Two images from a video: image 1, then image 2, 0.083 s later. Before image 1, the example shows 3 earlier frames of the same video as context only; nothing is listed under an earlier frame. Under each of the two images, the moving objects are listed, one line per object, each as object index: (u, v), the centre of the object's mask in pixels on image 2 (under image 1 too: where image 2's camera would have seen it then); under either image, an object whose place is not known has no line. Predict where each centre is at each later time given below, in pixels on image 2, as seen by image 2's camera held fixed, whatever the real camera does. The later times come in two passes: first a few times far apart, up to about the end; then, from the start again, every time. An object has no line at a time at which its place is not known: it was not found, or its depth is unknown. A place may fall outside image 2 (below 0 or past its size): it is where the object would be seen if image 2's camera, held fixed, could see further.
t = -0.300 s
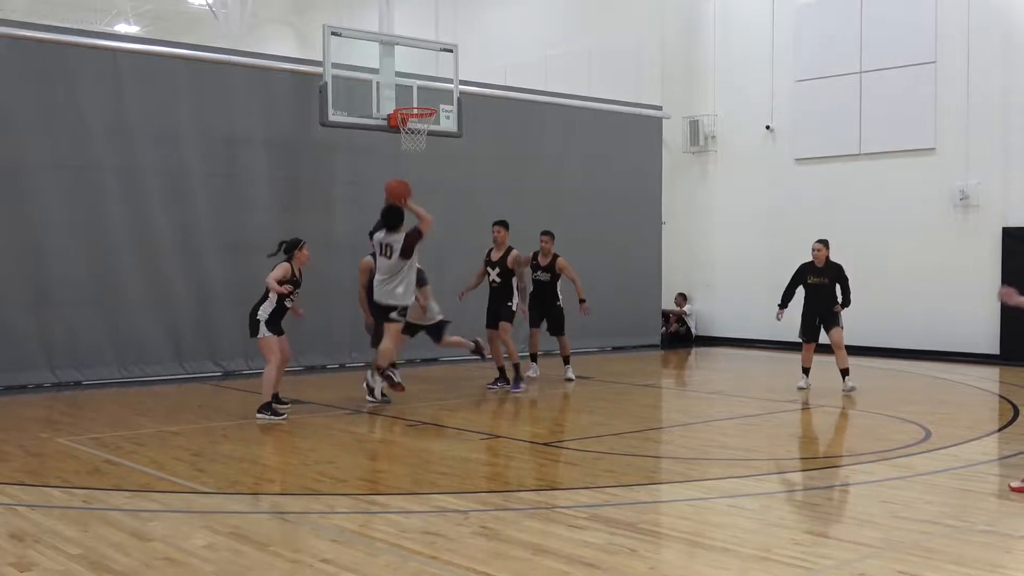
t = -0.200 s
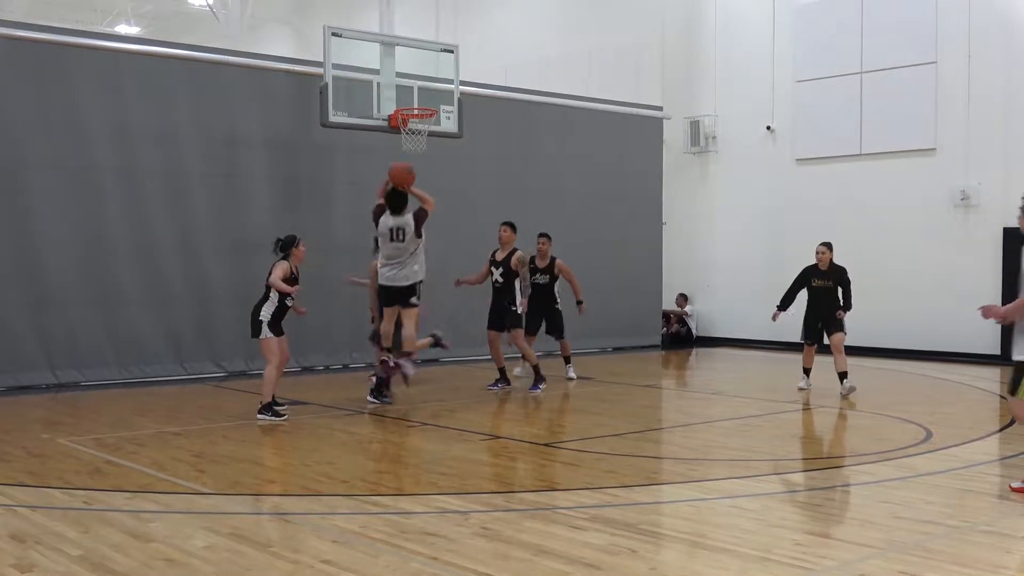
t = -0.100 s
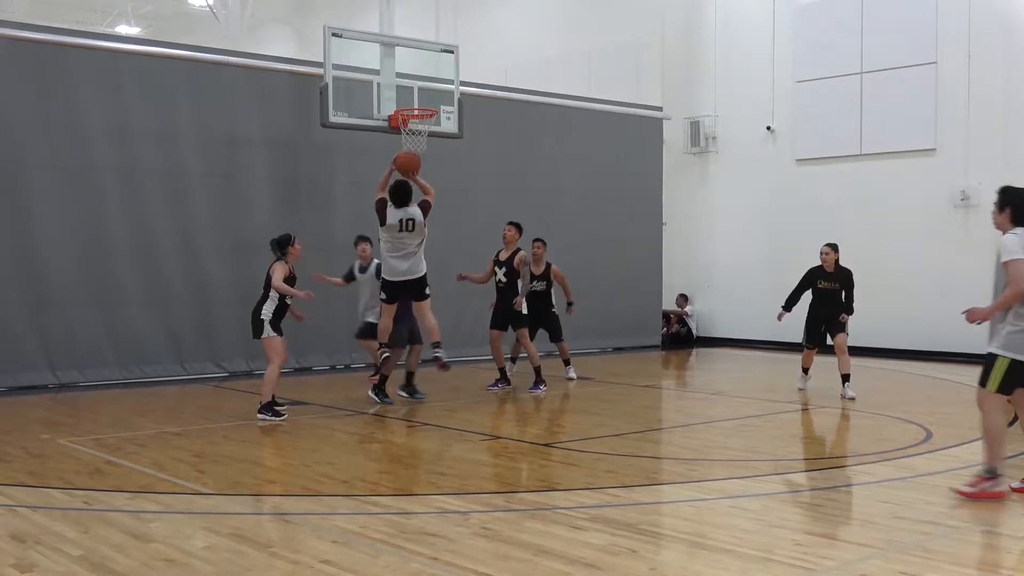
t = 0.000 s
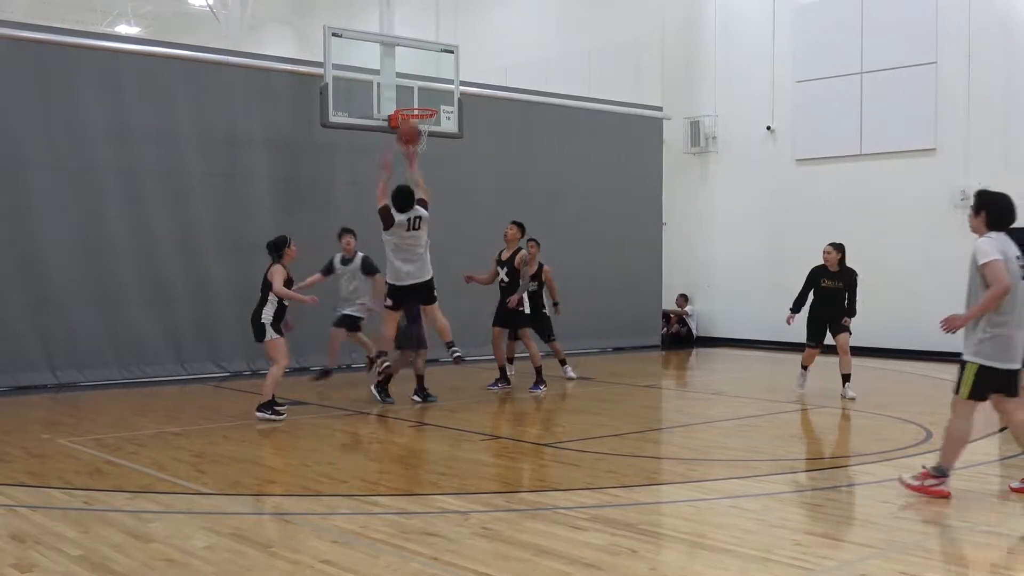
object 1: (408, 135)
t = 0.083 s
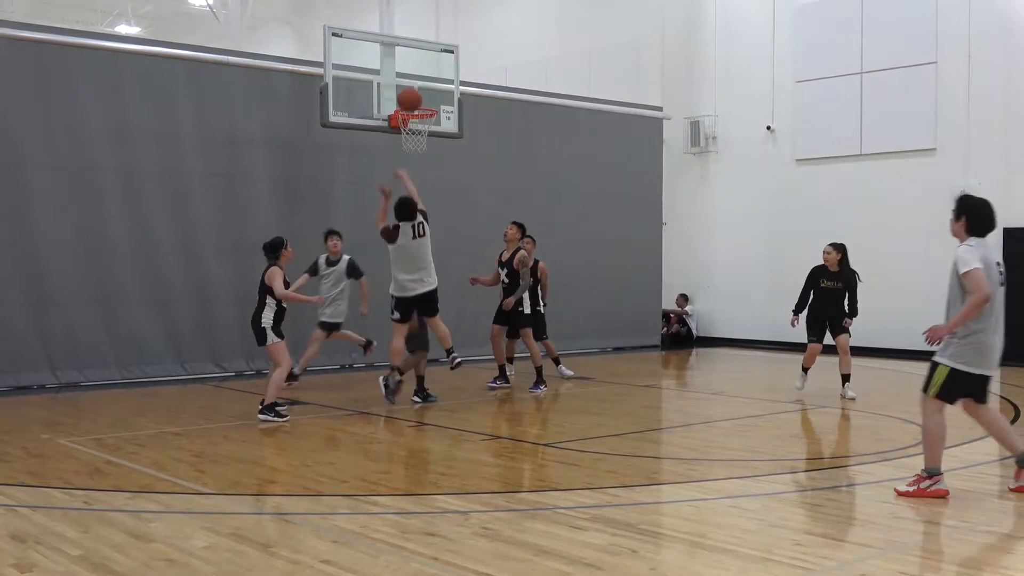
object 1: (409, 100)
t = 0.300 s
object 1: (412, 48)
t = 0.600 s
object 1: (415, 55)
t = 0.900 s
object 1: (418, 133)
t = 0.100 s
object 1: (409, 94)
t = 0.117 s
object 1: (410, 88)
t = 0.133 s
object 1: (410, 83)
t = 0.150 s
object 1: (410, 78)
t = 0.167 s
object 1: (410, 73)
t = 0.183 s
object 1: (411, 69)
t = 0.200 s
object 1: (411, 65)
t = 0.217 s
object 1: (411, 61)
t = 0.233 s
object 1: (411, 58)
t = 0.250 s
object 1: (411, 55)
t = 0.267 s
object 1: (412, 52)
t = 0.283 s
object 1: (412, 50)
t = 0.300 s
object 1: (412, 48)
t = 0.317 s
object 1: (412, 46)
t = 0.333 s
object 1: (412, 44)
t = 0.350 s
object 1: (413, 43)
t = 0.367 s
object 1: (413, 42)
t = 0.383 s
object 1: (413, 41)
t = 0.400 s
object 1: (413, 41)
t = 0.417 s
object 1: (413, 40)
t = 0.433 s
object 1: (413, 41)
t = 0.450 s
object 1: (413, 41)
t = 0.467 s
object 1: (414, 41)
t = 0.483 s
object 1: (414, 42)
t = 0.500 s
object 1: (414, 43)
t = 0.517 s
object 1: (414, 44)
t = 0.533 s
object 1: (414, 46)
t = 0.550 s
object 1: (414, 47)
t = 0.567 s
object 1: (415, 50)
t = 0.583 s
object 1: (415, 52)
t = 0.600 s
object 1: (415, 55)
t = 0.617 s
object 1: (415, 57)
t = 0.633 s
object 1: (415, 60)
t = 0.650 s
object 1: (415, 63)
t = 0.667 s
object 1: (416, 66)
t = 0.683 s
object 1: (416, 70)
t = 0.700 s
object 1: (416, 74)
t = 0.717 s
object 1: (417, 78)
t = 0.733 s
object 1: (417, 83)
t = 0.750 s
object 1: (417, 87)
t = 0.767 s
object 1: (417, 92)
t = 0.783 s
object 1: (417, 97)
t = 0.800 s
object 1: (417, 100)
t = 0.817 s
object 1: (418, 103)
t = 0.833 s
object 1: (418, 113)
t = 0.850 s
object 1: (418, 118)
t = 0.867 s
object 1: (419, 123)
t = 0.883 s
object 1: (420, 123)
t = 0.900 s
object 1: (418, 133)
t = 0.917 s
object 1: (418, 142)
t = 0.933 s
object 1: (418, 146)
